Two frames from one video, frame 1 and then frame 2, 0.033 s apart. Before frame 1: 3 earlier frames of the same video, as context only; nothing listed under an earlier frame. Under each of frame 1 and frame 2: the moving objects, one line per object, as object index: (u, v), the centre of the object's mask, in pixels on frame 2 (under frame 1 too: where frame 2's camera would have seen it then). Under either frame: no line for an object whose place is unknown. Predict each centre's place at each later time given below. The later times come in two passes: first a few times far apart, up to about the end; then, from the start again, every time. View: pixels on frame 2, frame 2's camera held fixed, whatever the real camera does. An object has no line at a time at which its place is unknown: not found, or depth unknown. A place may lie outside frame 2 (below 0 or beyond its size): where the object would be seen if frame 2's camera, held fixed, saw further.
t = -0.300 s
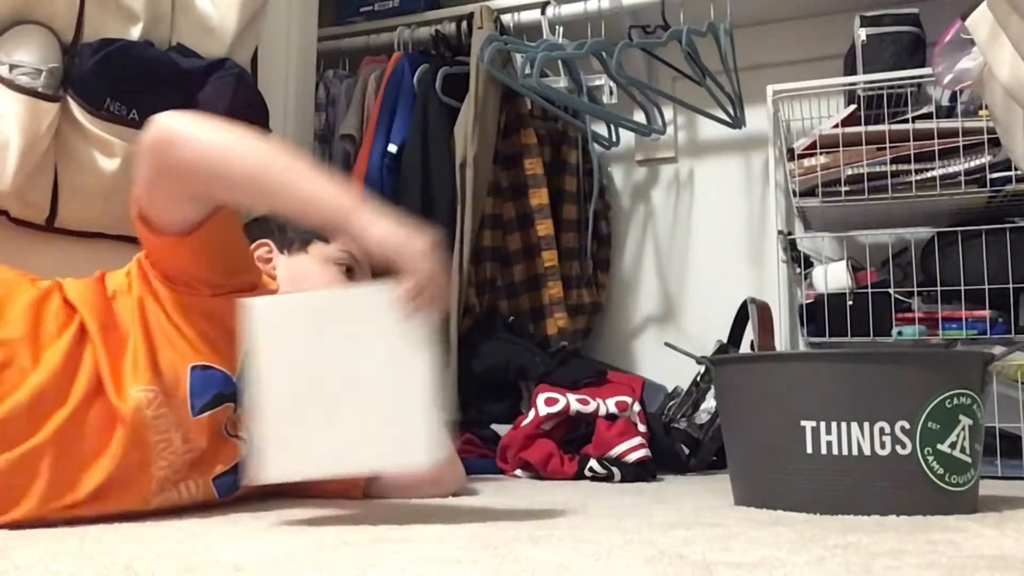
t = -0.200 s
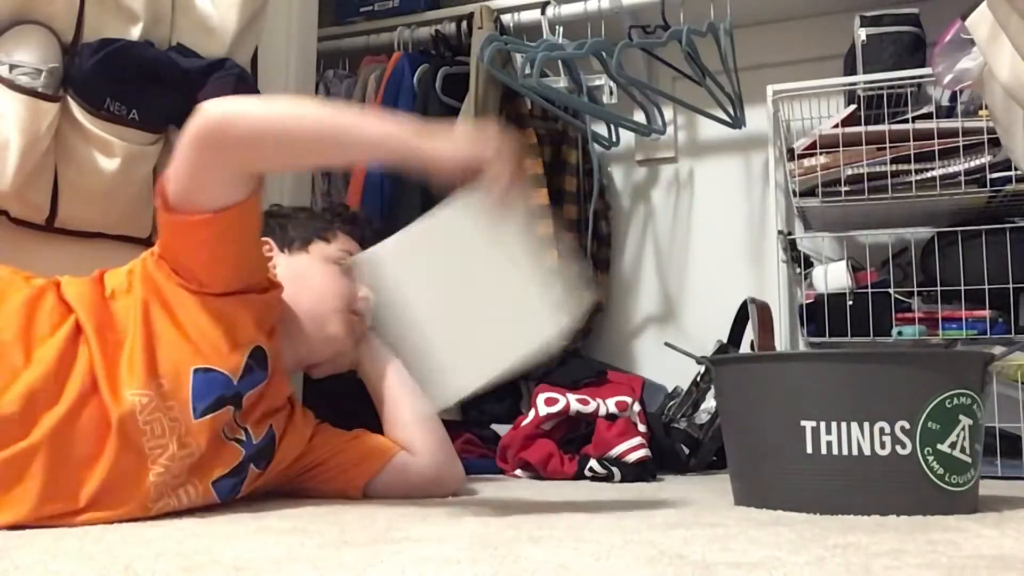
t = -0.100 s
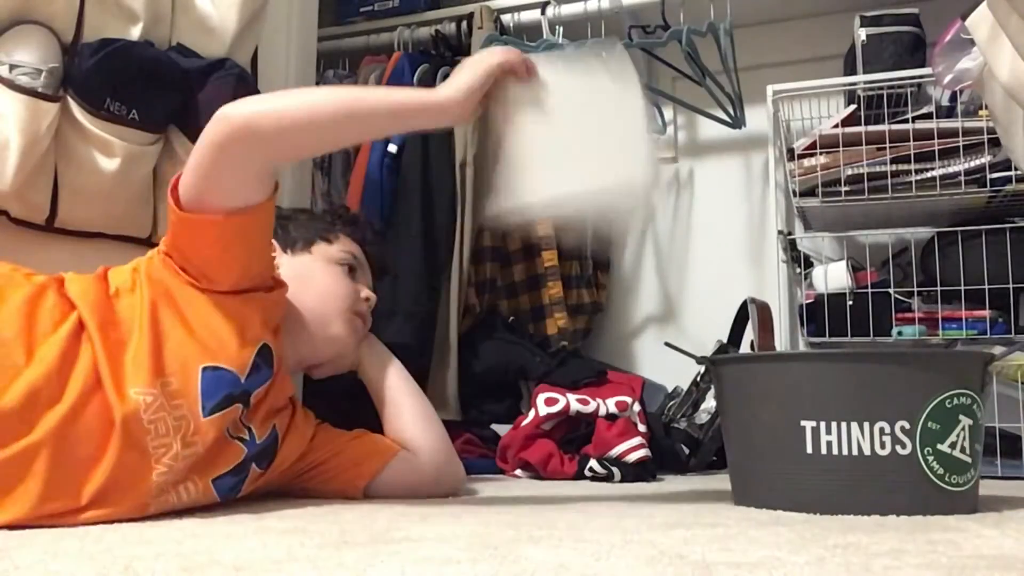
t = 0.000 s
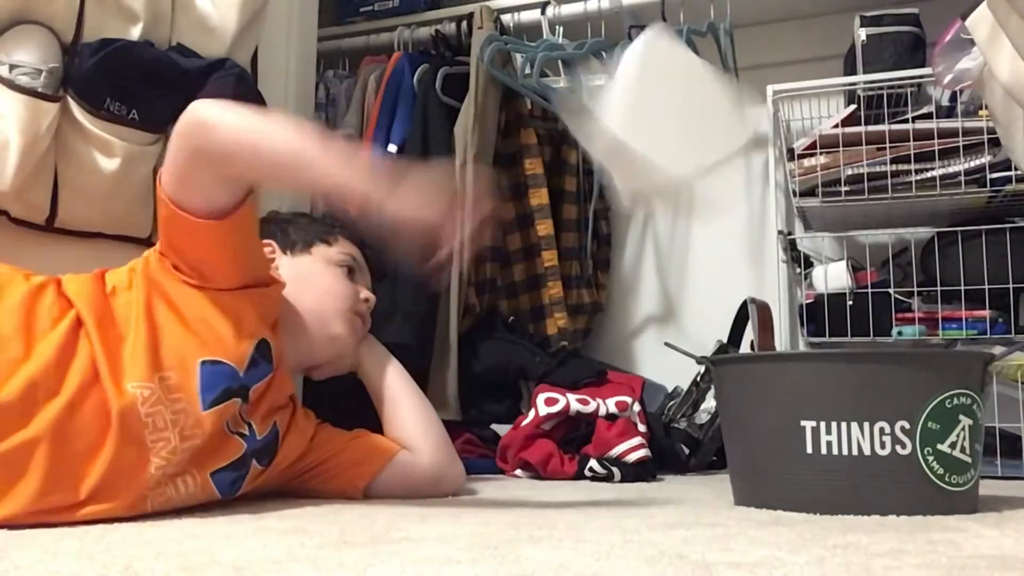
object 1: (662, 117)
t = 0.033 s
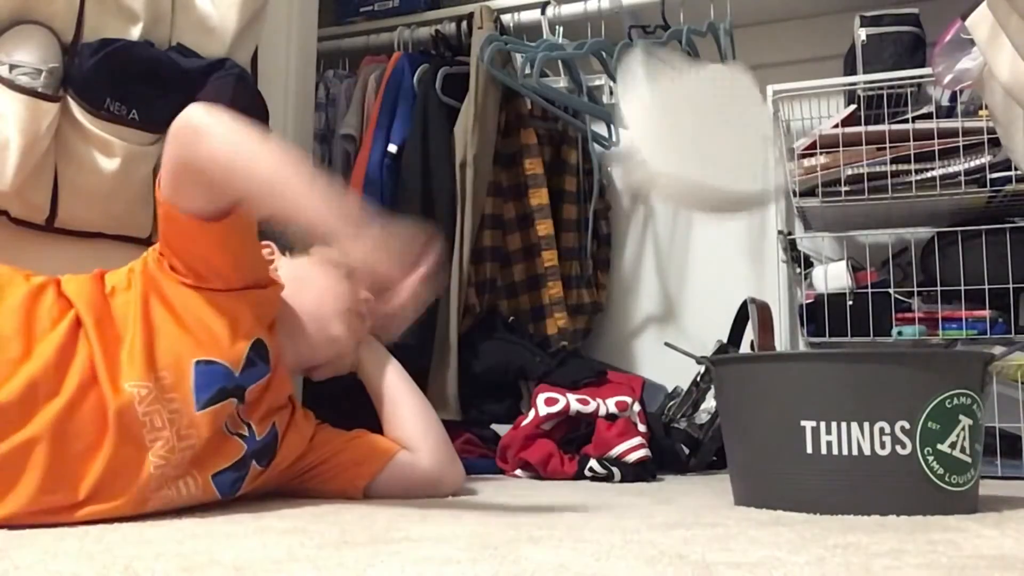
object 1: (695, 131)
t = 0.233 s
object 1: (796, 269)
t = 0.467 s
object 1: (801, 295)
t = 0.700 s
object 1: (775, 335)
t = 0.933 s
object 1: (775, 335)
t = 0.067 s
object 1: (741, 138)
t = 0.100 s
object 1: (767, 173)
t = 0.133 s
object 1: (789, 207)
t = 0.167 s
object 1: (818, 247)
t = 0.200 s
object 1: (839, 286)
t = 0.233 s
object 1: (796, 269)
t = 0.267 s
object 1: (800, 258)
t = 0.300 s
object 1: (805, 258)
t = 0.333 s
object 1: (806, 259)
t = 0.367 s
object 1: (802, 260)
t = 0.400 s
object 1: (801, 264)
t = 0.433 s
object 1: (802, 275)
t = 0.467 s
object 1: (801, 295)
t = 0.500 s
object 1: (796, 317)
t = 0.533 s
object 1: (771, 334)
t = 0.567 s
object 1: (773, 334)
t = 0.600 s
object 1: (775, 335)
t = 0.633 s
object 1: (775, 335)
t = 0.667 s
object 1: (775, 335)
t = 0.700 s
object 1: (775, 335)
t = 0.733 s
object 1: (775, 335)
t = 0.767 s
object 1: (775, 335)
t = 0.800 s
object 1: (775, 335)
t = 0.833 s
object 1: (775, 335)
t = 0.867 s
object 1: (775, 335)
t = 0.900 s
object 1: (775, 335)
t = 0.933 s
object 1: (775, 335)
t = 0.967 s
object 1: (775, 335)
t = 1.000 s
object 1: (775, 335)
